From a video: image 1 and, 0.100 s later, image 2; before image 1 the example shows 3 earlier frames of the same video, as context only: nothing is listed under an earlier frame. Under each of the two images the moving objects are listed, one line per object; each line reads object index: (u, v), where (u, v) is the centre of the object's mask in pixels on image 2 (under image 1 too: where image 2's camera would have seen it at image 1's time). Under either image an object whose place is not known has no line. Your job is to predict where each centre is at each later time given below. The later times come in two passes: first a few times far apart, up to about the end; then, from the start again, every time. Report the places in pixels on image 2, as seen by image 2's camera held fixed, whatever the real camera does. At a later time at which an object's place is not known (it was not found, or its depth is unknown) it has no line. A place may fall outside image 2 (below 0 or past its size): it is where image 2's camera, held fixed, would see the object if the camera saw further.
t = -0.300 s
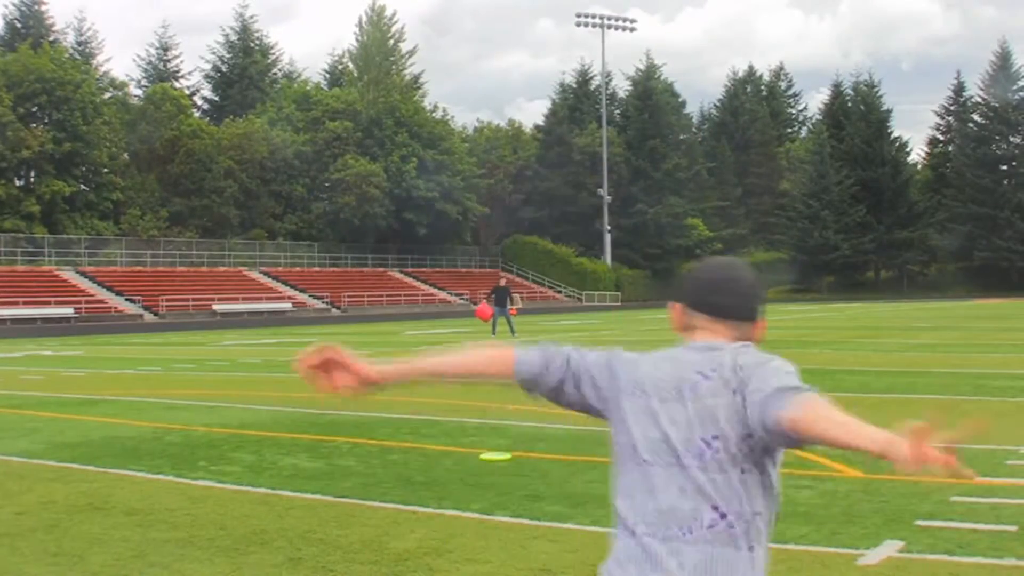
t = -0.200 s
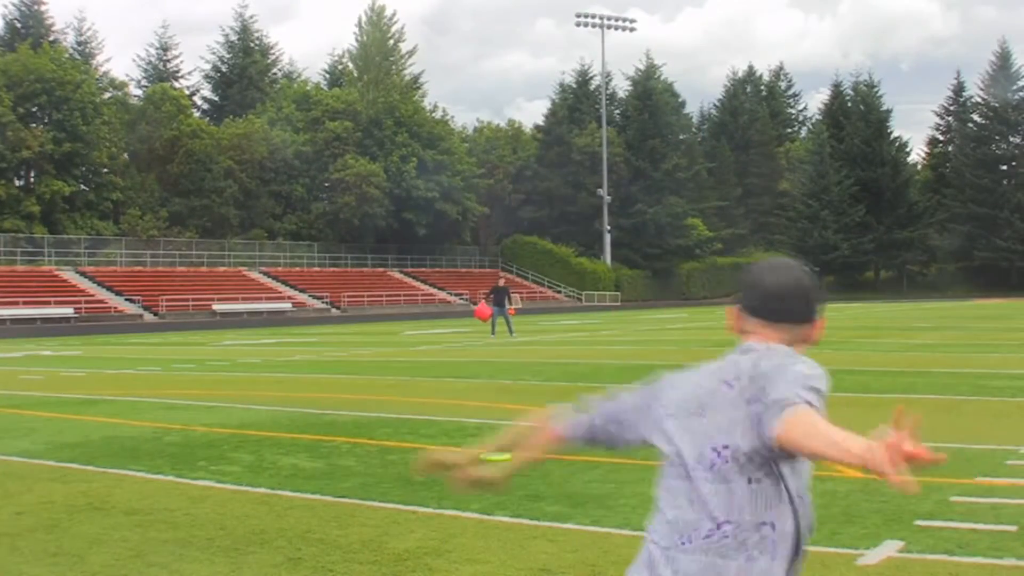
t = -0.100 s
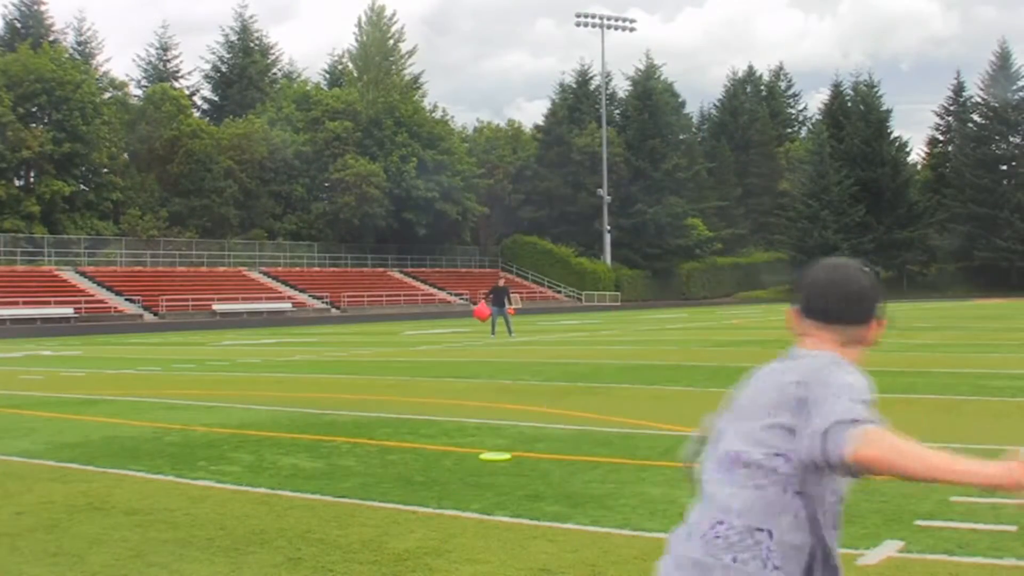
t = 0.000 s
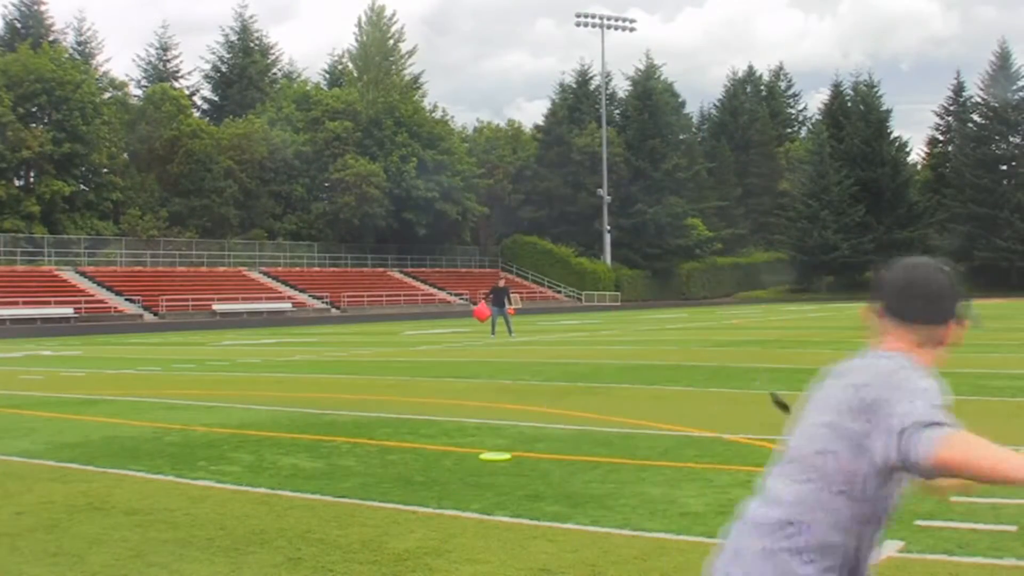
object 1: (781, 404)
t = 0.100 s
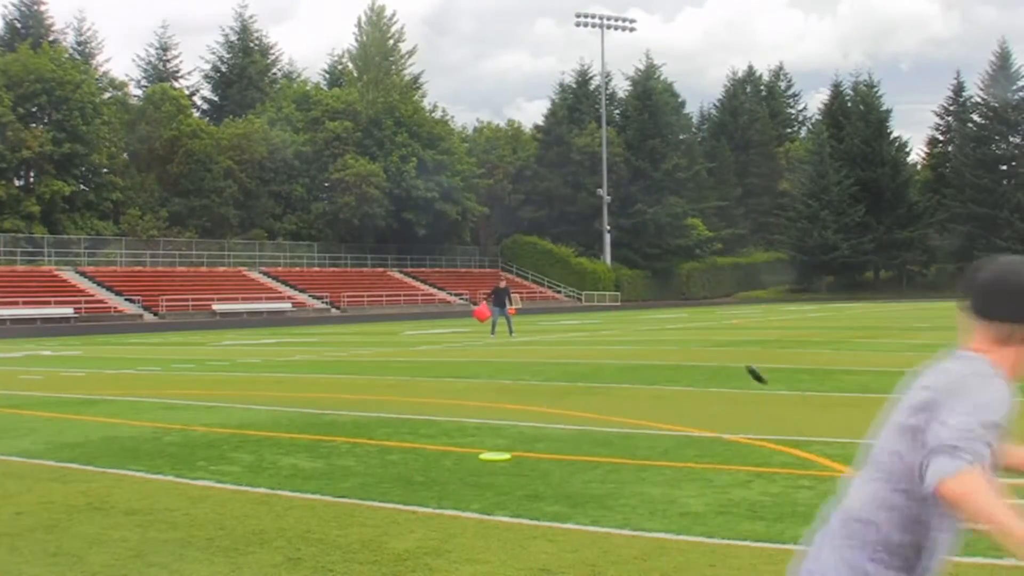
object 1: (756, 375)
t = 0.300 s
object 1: (712, 365)
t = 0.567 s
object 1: (657, 359)
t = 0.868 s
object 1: (596, 350)
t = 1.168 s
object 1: (545, 346)
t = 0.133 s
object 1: (748, 370)
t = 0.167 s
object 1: (740, 367)
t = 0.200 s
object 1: (732, 364)
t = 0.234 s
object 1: (726, 365)
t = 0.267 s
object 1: (719, 364)
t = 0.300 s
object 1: (712, 365)
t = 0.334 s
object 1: (706, 367)
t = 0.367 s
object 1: (700, 369)
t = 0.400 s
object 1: (695, 372)
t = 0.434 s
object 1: (689, 374)
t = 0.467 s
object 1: (681, 368)
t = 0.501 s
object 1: (673, 365)
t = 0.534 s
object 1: (665, 362)
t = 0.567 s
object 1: (657, 359)
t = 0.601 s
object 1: (649, 358)
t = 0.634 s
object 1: (643, 357)
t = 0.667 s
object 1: (636, 357)
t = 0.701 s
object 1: (629, 357)
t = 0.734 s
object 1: (624, 359)
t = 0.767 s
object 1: (617, 357)
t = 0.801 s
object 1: (609, 354)
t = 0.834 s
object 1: (602, 351)
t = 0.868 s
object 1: (596, 350)
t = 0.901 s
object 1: (589, 349)
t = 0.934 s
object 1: (584, 349)
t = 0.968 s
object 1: (577, 349)
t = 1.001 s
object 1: (572, 350)
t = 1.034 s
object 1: (566, 350)
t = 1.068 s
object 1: (561, 348)
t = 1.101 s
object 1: (555, 347)
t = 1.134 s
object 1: (550, 346)
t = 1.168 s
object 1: (545, 346)
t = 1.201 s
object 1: (539, 346)
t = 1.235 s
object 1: (535, 346)
